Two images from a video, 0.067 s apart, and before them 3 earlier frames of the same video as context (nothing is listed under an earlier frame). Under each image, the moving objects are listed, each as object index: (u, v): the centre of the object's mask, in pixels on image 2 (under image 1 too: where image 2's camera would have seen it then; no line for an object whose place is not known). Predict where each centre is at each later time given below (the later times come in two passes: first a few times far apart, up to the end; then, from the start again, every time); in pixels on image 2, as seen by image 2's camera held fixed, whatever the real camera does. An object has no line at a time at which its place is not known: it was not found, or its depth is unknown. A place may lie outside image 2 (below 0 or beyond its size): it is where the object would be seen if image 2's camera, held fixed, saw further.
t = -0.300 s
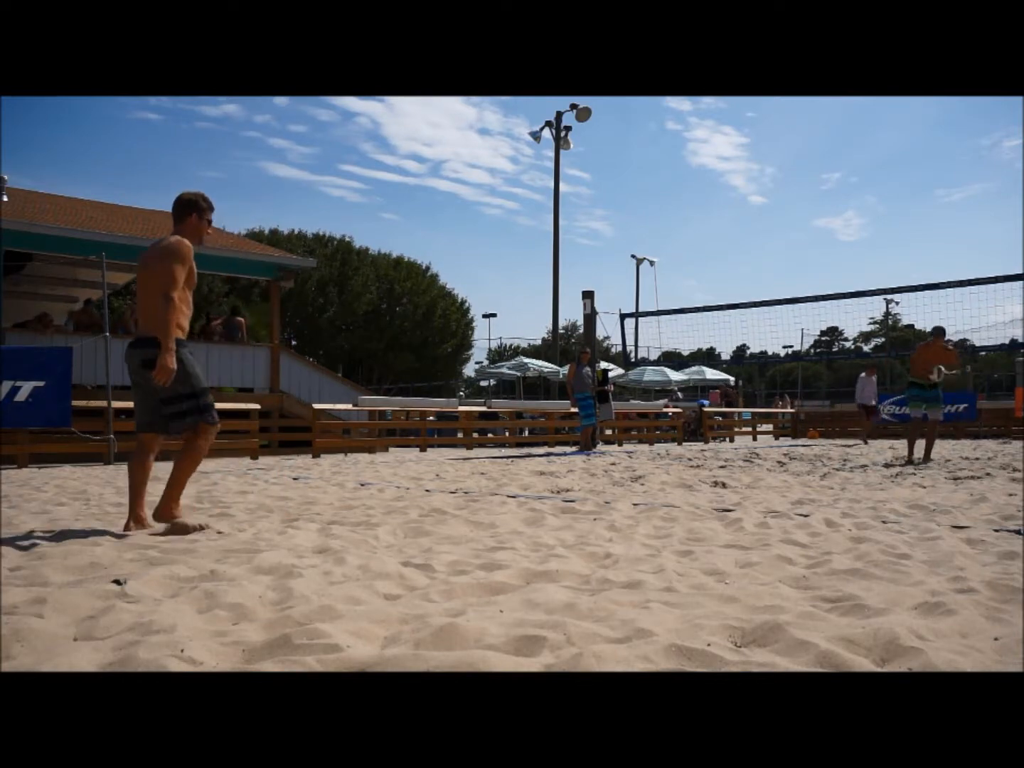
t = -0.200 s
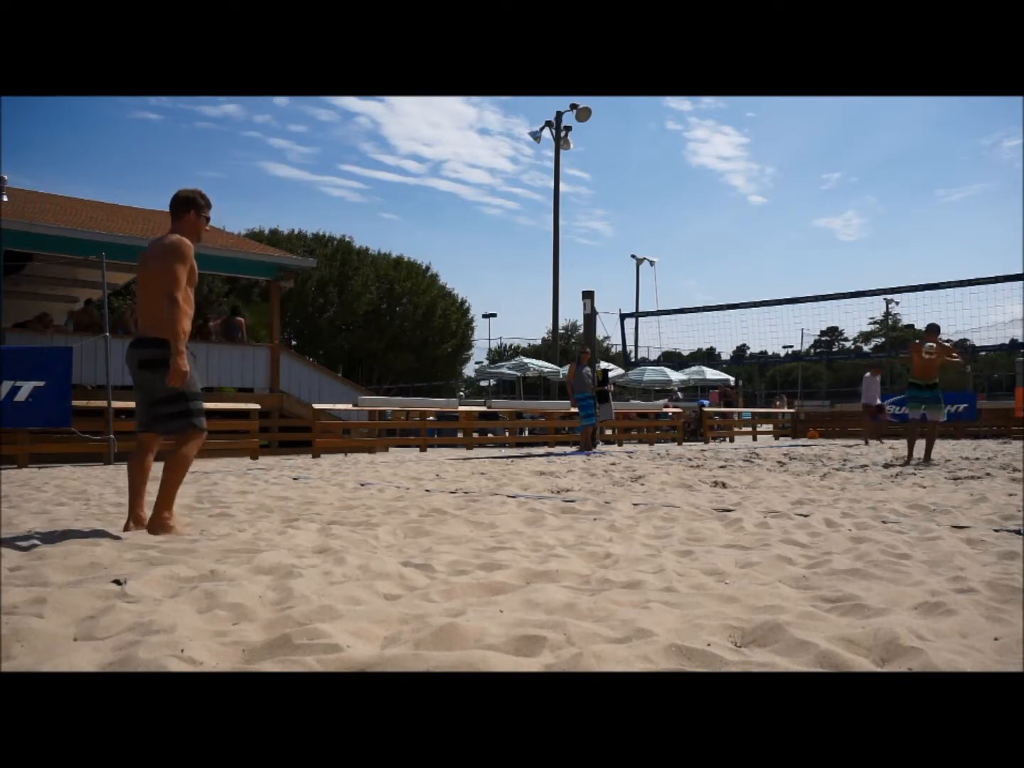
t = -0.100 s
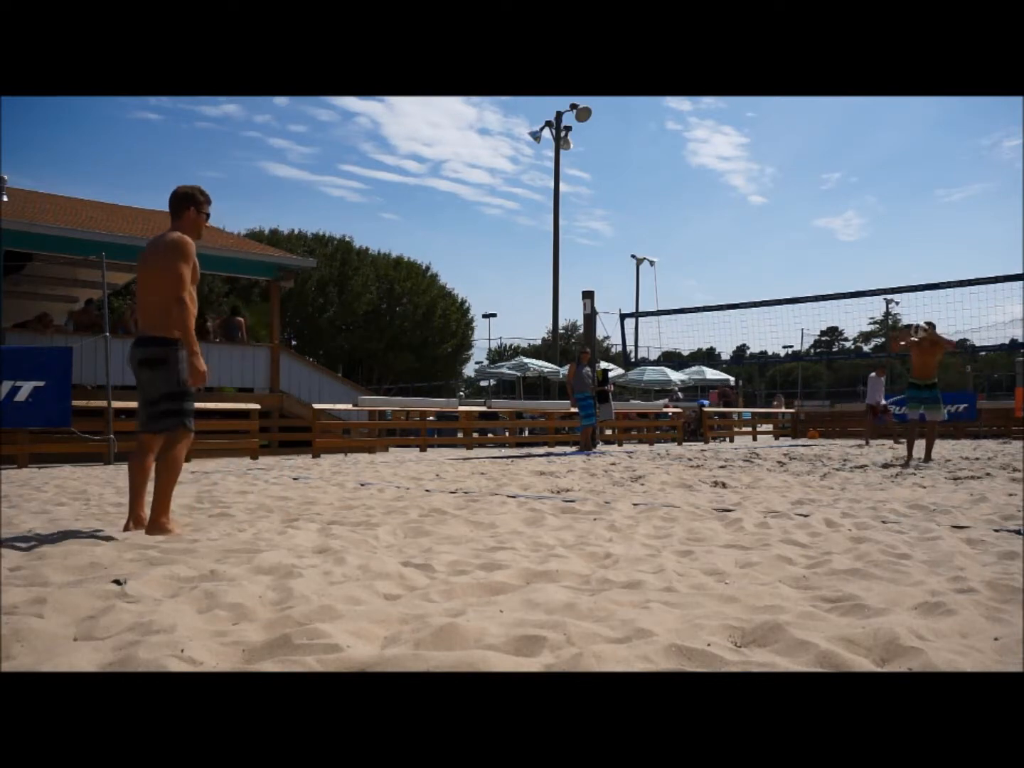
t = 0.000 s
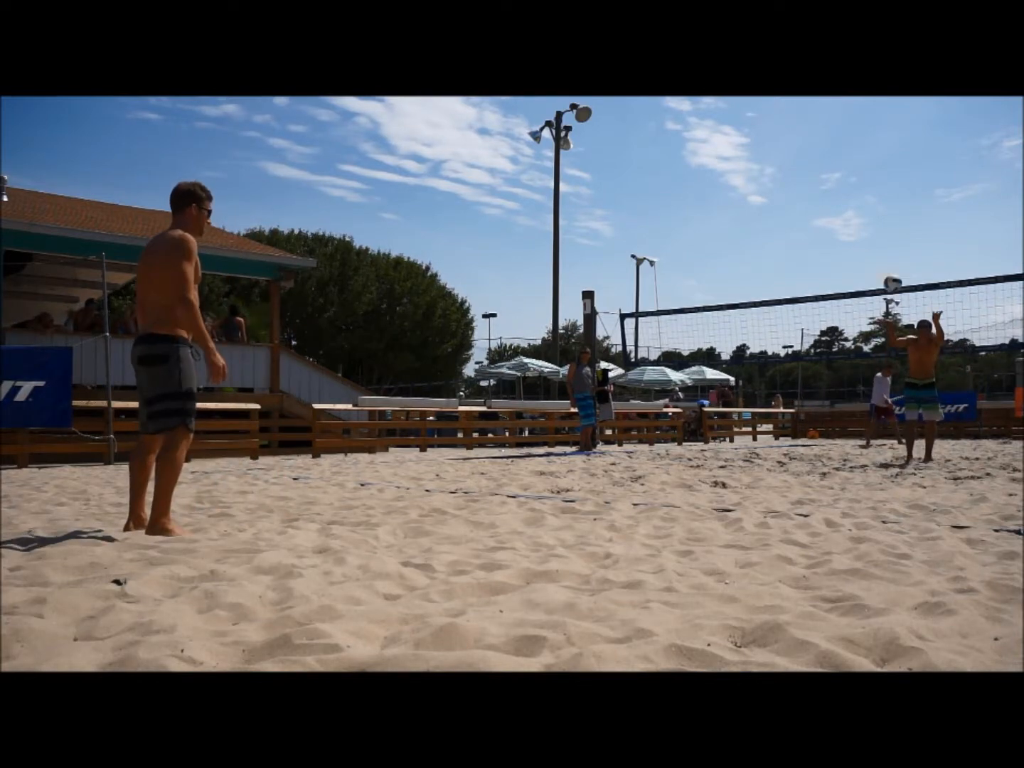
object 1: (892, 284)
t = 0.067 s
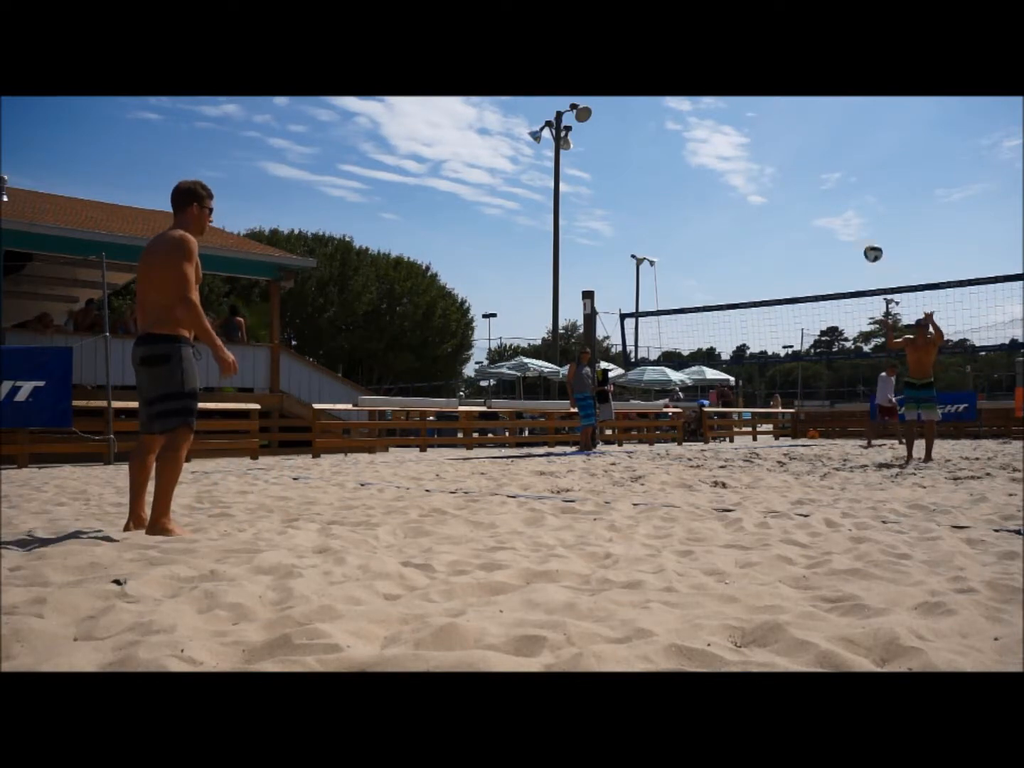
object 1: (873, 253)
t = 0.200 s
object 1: (830, 197)
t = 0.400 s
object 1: (754, 129)
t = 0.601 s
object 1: (656, 100)
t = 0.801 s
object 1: (527, 109)
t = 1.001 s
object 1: (352, 209)
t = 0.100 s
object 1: (863, 239)
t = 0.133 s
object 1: (852, 224)
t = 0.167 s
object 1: (841, 210)
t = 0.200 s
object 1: (830, 197)
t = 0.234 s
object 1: (819, 184)
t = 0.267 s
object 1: (807, 171)
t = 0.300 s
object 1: (795, 159)
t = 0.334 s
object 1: (783, 148)
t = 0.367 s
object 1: (769, 138)
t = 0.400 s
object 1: (754, 129)
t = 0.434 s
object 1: (740, 120)
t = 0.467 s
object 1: (725, 113)
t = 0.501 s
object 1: (709, 107)
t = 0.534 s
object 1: (692, 104)
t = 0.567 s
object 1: (674, 102)
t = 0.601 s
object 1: (656, 100)
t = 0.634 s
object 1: (637, 100)
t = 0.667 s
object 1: (616, 100)
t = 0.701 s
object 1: (596, 100)
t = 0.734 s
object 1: (573, 102)
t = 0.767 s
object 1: (550, 104)
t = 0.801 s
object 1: (527, 109)
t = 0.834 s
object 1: (502, 117)
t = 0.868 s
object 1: (474, 131)
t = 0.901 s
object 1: (446, 146)
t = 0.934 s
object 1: (417, 164)
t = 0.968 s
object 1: (386, 184)
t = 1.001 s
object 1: (352, 209)
